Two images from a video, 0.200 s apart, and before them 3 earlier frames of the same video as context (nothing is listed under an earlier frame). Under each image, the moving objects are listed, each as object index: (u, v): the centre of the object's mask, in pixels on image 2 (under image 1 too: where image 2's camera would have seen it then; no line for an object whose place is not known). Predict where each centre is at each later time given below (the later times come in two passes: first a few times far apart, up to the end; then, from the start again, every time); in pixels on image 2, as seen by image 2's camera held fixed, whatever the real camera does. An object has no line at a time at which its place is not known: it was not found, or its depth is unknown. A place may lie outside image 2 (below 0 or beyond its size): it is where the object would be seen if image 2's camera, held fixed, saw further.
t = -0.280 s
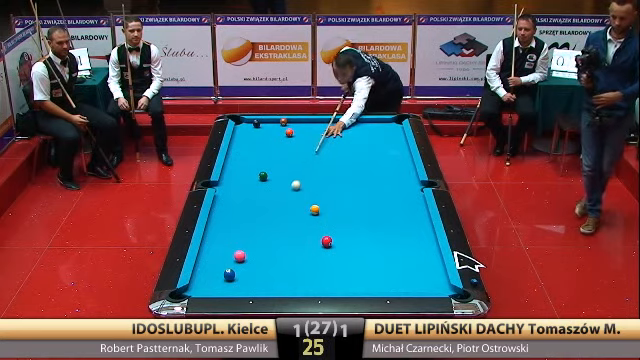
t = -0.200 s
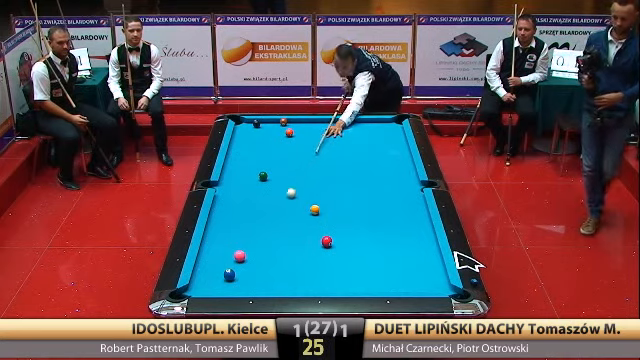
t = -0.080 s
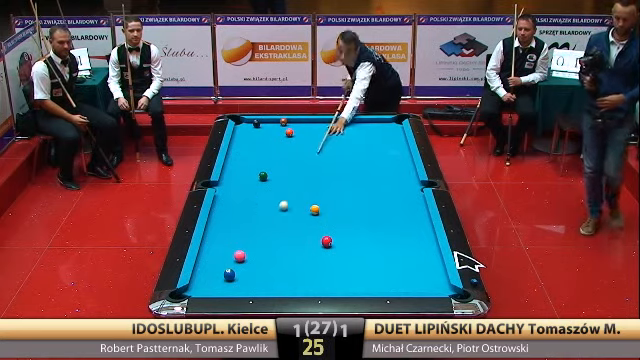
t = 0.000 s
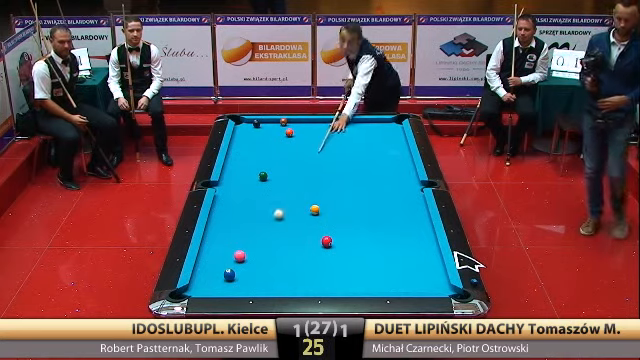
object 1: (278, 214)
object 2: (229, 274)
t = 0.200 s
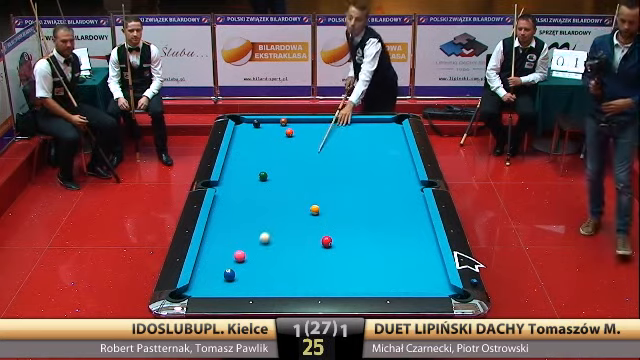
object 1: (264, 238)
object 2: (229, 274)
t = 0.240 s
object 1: (261, 243)
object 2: (229, 274)
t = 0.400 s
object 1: (249, 264)
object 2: (229, 274)
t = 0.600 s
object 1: (233, 288)
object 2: (229, 274)
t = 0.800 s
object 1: (232, 280)
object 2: (226, 267)
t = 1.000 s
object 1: (234, 278)
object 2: (221, 258)
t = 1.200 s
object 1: (235, 276)
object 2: (217, 250)
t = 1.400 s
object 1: (236, 275)
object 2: (213, 242)
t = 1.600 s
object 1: (237, 273)
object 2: (210, 235)
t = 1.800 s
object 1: (238, 272)
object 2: (212, 228)
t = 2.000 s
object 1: (239, 272)
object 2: (215, 222)
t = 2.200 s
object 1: (239, 271)
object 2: (219, 216)
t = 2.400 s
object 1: (239, 271)
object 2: (222, 212)
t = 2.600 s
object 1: (239, 272)
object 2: (226, 208)
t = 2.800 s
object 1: (239, 272)
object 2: (229, 203)
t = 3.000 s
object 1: (239, 271)
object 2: (232, 199)
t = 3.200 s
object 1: (239, 272)
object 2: (235, 196)
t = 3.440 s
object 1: (239, 272)
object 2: (238, 192)
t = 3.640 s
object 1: (239, 272)
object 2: (241, 189)
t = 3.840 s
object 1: (239, 271)
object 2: (243, 185)
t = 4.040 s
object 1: (239, 271)
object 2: (245, 183)
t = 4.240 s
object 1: (239, 272)
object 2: (246, 181)
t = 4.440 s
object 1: (239, 271)
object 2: (248, 179)
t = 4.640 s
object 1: (239, 272)
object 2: (249, 176)
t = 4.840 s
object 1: (239, 271)
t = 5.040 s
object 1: (239, 271)
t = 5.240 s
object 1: (239, 271)
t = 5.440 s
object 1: (239, 271)
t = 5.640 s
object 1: (239, 272)
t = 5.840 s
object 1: (239, 272)
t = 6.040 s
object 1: (239, 271)
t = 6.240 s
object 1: (239, 271)
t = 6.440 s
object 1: (239, 271)
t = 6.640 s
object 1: (239, 271)
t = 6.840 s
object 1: (239, 271)
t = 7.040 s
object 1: (239, 271)
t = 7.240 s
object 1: (239, 271)
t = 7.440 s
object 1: (239, 271)
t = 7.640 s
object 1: (239, 271)
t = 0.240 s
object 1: (261, 243)
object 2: (229, 274)
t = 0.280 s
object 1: (259, 248)
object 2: (229, 274)
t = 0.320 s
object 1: (256, 253)
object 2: (229, 274)
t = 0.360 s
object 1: (253, 259)
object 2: (229, 274)
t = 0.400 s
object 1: (249, 264)
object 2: (229, 274)
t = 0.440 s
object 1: (246, 270)
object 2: (229, 274)
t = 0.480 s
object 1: (243, 276)
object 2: (229, 274)
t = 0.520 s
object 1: (239, 281)
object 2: (229, 274)
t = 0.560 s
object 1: (235, 286)
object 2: (229, 274)
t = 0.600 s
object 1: (233, 288)
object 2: (229, 274)
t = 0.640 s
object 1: (232, 286)
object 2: (229, 274)
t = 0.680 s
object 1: (232, 282)
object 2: (229, 273)
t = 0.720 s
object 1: (231, 281)
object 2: (228, 272)
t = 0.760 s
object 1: (232, 280)
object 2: (227, 269)
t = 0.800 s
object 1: (232, 280)
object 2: (226, 267)
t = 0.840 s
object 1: (232, 279)
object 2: (225, 266)
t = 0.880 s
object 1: (233, 279)
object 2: (224, 264)
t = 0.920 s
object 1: (233, 278)
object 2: (223, 262)
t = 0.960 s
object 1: (233, 278)
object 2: (222, 260)
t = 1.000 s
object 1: (234, 278)
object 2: (221, 258)
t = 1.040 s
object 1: (234, 277)
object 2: (220, 257)
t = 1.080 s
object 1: (234, 277)
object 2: (220, 255)
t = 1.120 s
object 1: (234, 277)
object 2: (219, 253)
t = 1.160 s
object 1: (235, 276)
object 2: (218, 251)
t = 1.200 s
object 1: (235, 276)
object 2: (217, 250)
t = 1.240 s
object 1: (235, 276)
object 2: (216, 249)
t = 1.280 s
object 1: (236, 275)
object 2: (216, 247)
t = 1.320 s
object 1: (236, 275)
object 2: (215, 245)
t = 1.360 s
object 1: (236, 275)
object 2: (214, 243)
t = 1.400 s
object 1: (236, 275)
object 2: (213, 242)
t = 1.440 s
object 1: (236, 274)
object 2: (213, 240)
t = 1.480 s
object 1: (237, 274)
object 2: (212, 239)
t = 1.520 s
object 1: (237, 274)
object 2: (211, 237)
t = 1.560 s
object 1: (237, 274)
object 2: (211, 236)
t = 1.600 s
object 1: (237, 273)
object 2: (210, 235)
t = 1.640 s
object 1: (238, 273)
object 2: (209, 233)
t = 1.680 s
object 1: (238, 273)
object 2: (209, 231)
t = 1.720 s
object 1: (238, 273)
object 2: (210, 230)
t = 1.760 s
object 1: (238, 273)
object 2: (211, 229)
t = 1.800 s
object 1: (238, 272)
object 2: (212, 228)
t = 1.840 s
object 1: (239, 272)
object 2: (212, 227)
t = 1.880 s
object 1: (239, 272)
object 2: (213, 226)
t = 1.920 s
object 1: (239, 272)
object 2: (214, 224)
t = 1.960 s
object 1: (239, 272)
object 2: (215, 223)
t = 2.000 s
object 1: (239, 272)
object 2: (215, 222)
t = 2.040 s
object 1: (239, 272)
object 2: (216, 221)
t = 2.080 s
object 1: (239, 272)
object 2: (217, 220)
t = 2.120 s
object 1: (239, 272)
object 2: (217, 219)
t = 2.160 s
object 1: (239, 271)
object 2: (218, 218)
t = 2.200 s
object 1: (239, 271)
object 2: (219, 216)
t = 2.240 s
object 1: (239, 271)
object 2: (220, 216)
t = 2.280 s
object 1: (239, 271)
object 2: (220, 215)
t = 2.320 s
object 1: (239, 271)
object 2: (221, 214)
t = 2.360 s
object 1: (239, 271)
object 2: (222, 213)
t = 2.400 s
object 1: (239, 271)
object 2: (222, 212)
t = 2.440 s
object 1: (239, 271)
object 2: (223, 211)
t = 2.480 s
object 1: (239, 271)
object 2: (224, 210)
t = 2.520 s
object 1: (239, 272)
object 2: (225, 209)
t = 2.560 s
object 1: (239, 271)
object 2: (225, 208)
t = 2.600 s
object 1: (239, 272)
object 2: (226, 208)
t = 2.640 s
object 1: (239, 271)
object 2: (227, 207)
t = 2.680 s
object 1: (239, 271)
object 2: (227, 206)
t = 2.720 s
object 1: (239, 271)
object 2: (228, 205)
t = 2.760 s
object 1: (239, 271)
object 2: (229, 204)
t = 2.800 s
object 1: (239, 272)
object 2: (229, 203)
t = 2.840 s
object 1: (239, 271)
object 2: (230, 202)
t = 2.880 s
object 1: (239, 272)
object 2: (231, 202)
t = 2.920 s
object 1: (239, 271)
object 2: (231, 201)
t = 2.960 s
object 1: (239, 271)
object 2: (232, 200)
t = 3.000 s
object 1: (239, 271)
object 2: (232, 199)
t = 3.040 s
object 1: (239, 271)
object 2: (233, 199)
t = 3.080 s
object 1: (239, 272)
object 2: (233, 198)
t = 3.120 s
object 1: (239, 271)
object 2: (234, 197)
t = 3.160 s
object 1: (239, 271)
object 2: (235, 196)
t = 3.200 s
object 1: (239, 272)
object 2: (235, 196)
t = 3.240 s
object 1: (239, 271)
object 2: (236, 196)
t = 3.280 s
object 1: (239, 272)
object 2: (236, 195)
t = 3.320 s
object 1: (239, 272)
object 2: (237, 195)
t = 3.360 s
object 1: (239, 272)
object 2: (237, 193)
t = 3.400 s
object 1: (239, 271)
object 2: (238, 192)
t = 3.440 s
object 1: (239, 272)
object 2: (238, 192)
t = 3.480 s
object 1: (239, 271)
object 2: (239, 191)
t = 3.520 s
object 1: (239, 271)
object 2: (240, 191)
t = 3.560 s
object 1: (239, 271)
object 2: (240, 190)
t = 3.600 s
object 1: (239, 272)
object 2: (240, 189)
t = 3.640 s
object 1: (239, 272)
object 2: (241, 189)
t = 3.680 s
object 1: (239, 271)
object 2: (241, 188)
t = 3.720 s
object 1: (239, 272)
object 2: (242, 188)
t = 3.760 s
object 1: (239, 271)
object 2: (242, 187)
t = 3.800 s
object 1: (239, 271)
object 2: (242, 186)
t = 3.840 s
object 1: (239, 271)
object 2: (243, 185)
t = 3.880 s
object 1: (239, 271)
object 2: (243, 185)
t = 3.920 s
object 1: (239, 272)
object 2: (244, 185)
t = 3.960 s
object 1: (239, 271)
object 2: (244, 184)
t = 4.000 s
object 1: (239, 271)
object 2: (244, 184)
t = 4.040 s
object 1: (239, 271)
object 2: (245, 183)
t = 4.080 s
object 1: (239, 271)
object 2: (245, 183)
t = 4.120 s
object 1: (239, 272)
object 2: (245, 182)
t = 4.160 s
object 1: (239, 271)
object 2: (246, 182)
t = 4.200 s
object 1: (239, 272)
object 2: (246, 181)
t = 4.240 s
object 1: (239, 272)
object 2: (246, 181)
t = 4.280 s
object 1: (239, 271)
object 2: (247, 180)
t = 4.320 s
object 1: (239, 271)
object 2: (247, 180)
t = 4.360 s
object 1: (239, 271)
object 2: (247, 180)
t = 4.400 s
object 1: (239, 271)
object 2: (248, 179)
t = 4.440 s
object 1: (239, 271)
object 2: (248, 179)
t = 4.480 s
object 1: (239, 271)
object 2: (248, 178)
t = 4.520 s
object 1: (239, 272)
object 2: (249, 178)
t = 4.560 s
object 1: (239, 271)
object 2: (249, 177)
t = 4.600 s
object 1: (239, 271)
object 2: (249, 177)
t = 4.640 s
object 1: (239, 272)
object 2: (249, 176)
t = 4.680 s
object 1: (239, 271)
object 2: (250, 176)
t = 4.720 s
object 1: (239, 271)
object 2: (250, 175)
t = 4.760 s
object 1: (239, 272)
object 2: (250, 175)
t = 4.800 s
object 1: (239, 271)
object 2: (251, 175)
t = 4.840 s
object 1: (239, 271)
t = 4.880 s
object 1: (239, 271)
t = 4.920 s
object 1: (239, 272)
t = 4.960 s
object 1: (239, 271)
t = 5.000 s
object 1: (239, 271)
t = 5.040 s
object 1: (239, 271)
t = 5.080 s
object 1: (239, 272)
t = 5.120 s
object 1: (239, 271)
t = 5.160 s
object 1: (239, 271)
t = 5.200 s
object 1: (239, 272)
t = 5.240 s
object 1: (239, 271)
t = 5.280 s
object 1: (239, 272)
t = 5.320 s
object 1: (239, 271)
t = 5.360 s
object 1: (239, 271)
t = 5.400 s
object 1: (239, 272)
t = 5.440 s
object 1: (239, 271)
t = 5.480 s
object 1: (239, 272)
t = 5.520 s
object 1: (239, 271)
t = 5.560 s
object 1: (239, 272)
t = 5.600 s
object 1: (239, 271)
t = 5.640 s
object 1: (239, 272)
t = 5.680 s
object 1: (239, 271)
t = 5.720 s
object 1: (239, 271)
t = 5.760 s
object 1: (239, 271)
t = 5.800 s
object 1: (239, 271)
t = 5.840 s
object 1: (239, 272)
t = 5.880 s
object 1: (239, 271)
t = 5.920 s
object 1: (239, 271)
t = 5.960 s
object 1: (239, 271)
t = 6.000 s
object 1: (239, 271)
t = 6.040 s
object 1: (239, 271)
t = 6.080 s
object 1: (239, 271)
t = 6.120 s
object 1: (239, 271)
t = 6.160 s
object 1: (239, 271)
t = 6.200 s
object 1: (239, 272)
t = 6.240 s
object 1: (239, 271)
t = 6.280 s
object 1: (239, 271)
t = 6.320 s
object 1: (239, 271)
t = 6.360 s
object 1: (239, 271)
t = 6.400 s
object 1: (239, 271)
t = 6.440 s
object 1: (239, 271)
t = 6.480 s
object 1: (239, 271)
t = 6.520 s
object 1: (239, 271)
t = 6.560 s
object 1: (239, 272)
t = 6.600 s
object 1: (239, 271)
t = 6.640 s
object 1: (239, 271)
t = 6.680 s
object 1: (239, 271)
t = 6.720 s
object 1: (239, 271)
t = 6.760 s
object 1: (239, 271)
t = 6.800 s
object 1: (239, 271)
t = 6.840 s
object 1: (239, 271)
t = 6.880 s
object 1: (239, 272)
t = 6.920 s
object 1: (239, 271)
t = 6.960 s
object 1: (239, 271)
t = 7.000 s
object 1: (239, 271)
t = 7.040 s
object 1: (239, 271)
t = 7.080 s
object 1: (239, 271)
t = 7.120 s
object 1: (239, 271)
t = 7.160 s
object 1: (239, 272)
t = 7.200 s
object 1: (239, 271)
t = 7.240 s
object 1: (239, 271)
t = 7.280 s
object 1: (239, 271)
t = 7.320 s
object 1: (239, 272)
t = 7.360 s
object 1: (239, 271)
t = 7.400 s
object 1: (239, 271)
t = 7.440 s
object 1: (239, 271)
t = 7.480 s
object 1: (239, 271)
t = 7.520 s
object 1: (239, 271)
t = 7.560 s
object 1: (239, 271)
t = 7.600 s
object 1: (239, 272)
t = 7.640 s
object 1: (239, 271)
